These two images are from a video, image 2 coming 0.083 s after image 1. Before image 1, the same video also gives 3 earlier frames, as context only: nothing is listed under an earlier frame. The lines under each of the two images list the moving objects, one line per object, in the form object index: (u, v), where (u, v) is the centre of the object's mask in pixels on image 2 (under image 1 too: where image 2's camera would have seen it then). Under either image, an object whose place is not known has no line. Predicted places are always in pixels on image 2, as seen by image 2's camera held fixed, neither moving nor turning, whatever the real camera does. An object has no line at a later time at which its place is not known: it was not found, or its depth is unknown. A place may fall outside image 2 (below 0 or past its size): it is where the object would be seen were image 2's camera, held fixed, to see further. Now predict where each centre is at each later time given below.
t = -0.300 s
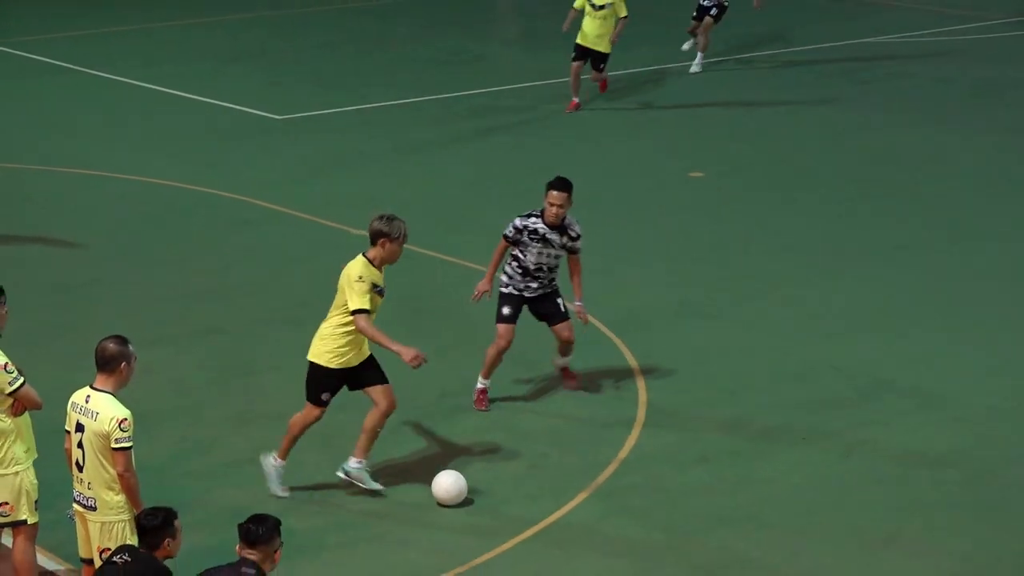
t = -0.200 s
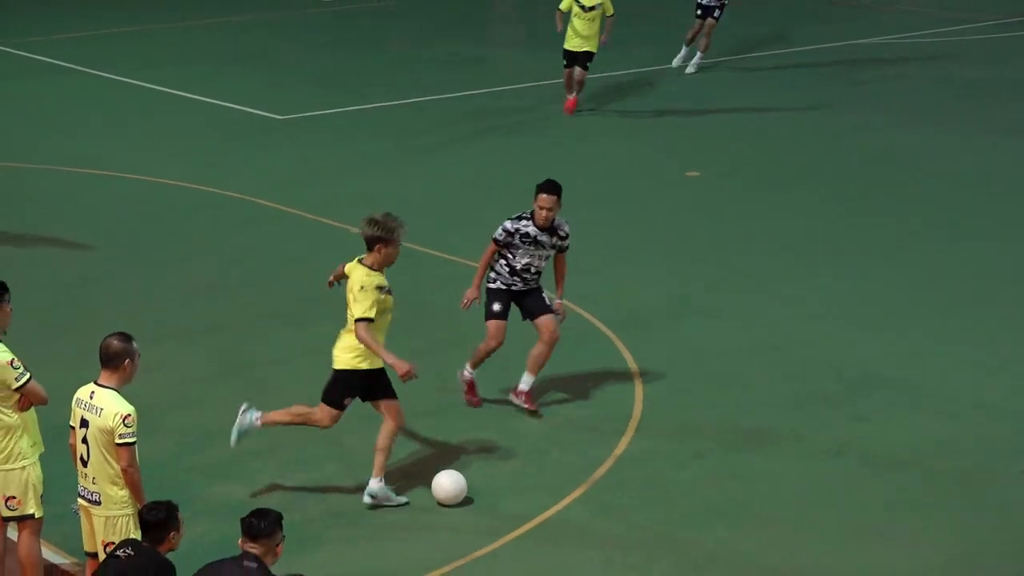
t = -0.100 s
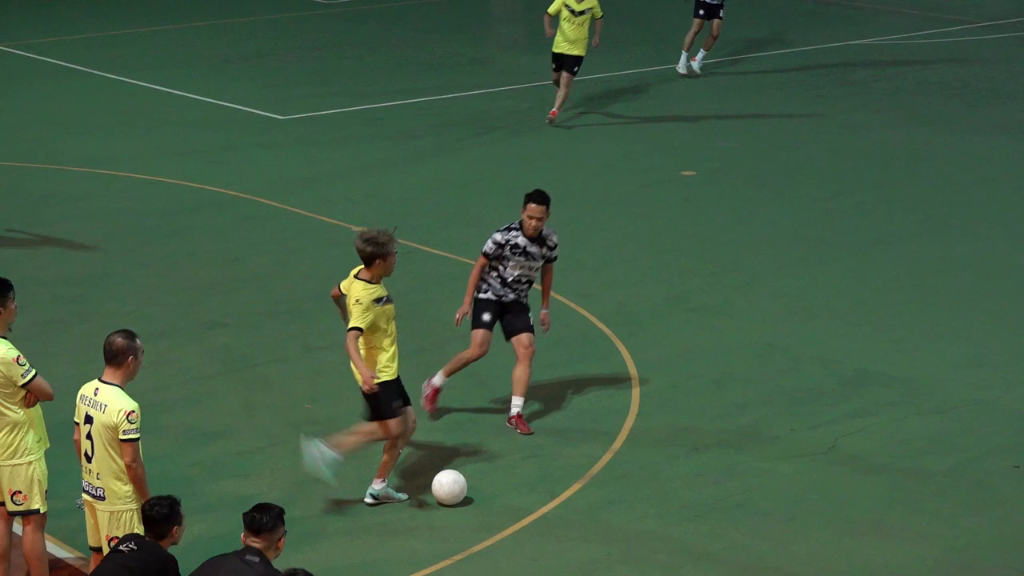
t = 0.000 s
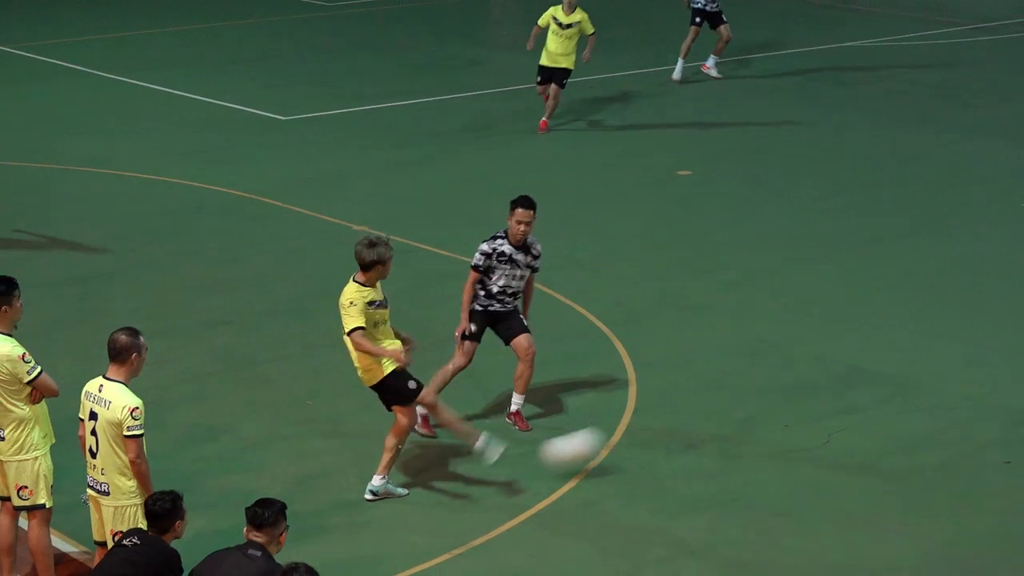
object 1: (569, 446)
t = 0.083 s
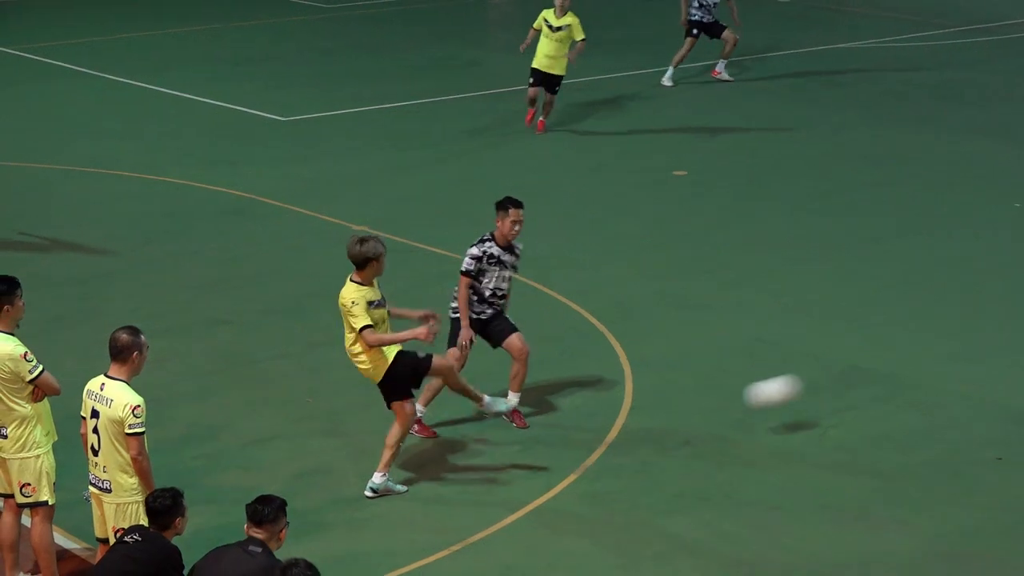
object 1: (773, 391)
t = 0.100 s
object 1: (811, 383)
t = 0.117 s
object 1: (847, 375)
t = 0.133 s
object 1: (881, 367)
